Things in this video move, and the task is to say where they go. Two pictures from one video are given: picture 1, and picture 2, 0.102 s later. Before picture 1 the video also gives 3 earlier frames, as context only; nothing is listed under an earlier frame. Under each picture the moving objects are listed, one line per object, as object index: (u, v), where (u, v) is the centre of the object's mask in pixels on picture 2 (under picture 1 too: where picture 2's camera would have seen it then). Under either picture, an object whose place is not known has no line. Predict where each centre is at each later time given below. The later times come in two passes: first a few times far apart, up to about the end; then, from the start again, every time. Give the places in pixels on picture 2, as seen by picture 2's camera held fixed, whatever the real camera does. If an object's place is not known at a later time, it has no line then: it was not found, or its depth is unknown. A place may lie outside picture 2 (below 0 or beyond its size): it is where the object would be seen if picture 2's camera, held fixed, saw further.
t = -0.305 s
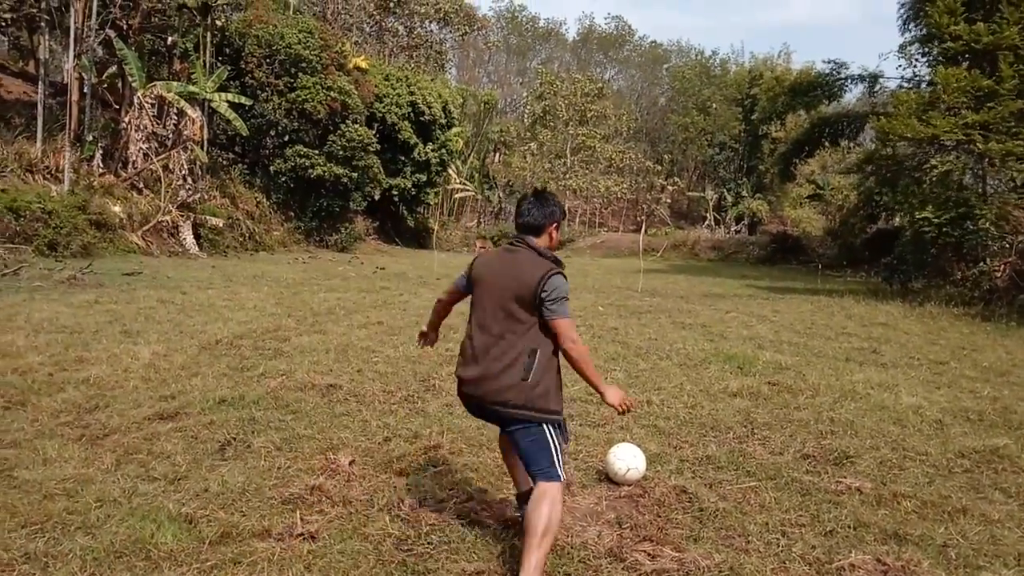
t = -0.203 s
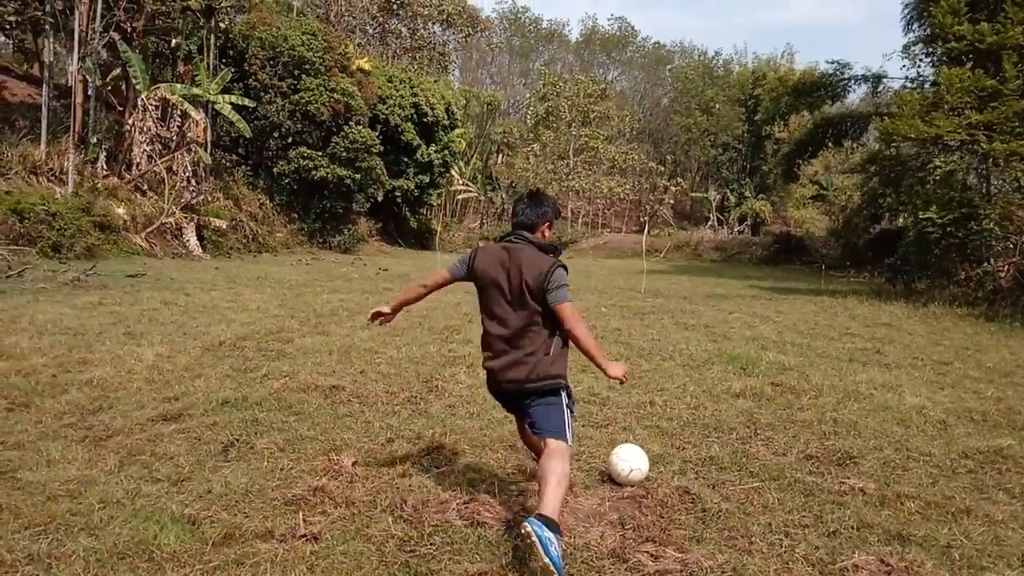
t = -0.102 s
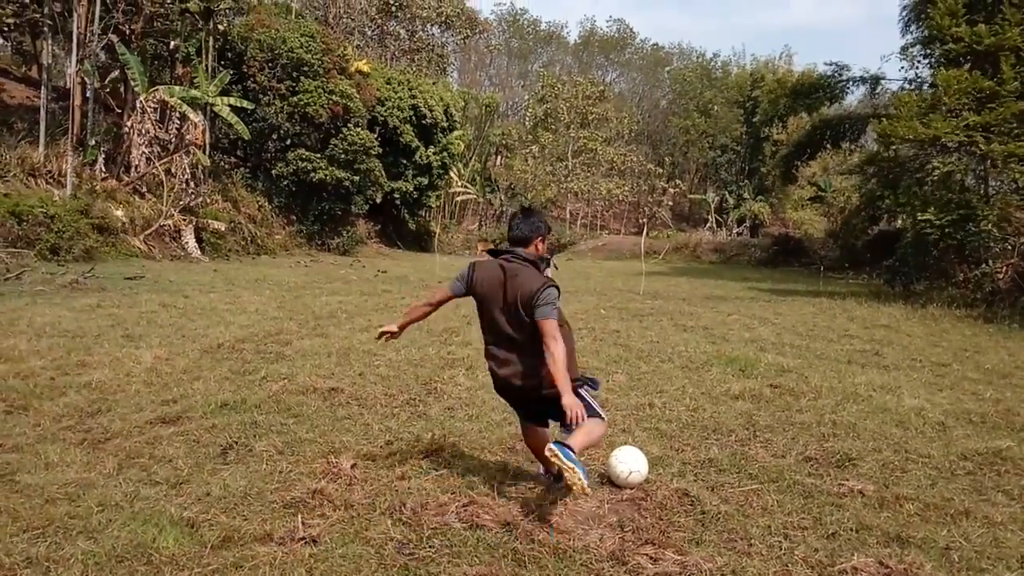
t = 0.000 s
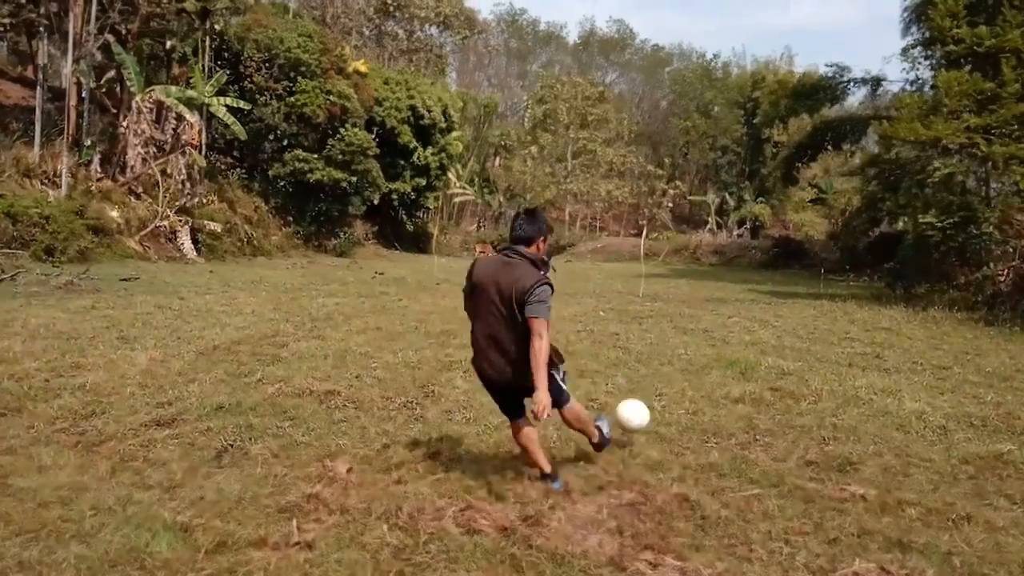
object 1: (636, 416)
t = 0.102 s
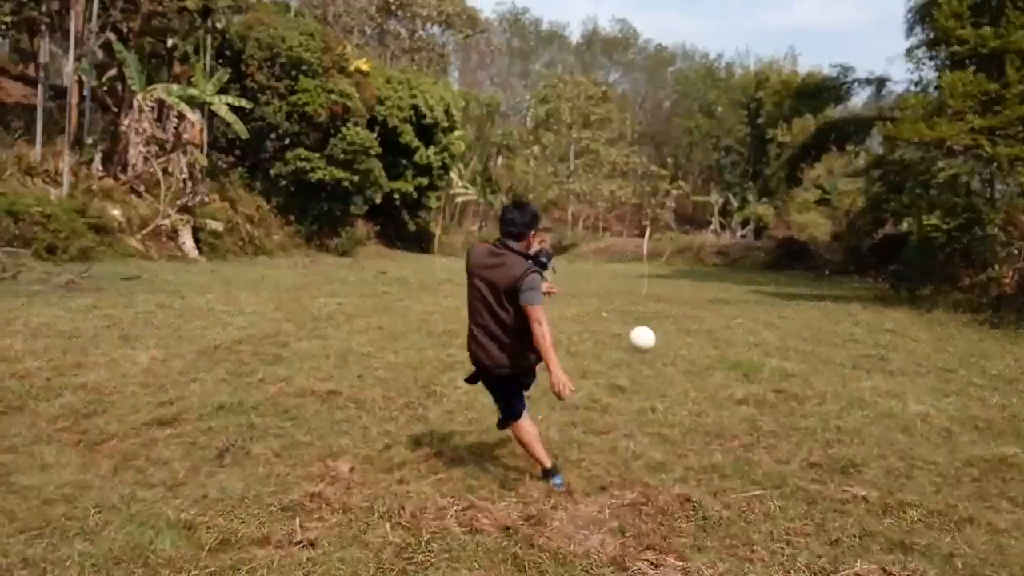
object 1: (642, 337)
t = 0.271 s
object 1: (642, 282)
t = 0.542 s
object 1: (641, 265)
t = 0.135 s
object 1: (643, 322)
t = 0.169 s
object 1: (643, 308)
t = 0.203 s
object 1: (643, 298)
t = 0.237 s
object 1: (642, 289)
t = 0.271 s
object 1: (642, 282)
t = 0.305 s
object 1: (640, 276)
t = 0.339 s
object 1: (641, 272)
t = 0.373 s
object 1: (641, 269)
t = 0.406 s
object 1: (642, 267)
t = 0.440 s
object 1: (642, 266)
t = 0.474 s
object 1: (641, 265)
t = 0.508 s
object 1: (641, 265)
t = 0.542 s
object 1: (641, 265)
